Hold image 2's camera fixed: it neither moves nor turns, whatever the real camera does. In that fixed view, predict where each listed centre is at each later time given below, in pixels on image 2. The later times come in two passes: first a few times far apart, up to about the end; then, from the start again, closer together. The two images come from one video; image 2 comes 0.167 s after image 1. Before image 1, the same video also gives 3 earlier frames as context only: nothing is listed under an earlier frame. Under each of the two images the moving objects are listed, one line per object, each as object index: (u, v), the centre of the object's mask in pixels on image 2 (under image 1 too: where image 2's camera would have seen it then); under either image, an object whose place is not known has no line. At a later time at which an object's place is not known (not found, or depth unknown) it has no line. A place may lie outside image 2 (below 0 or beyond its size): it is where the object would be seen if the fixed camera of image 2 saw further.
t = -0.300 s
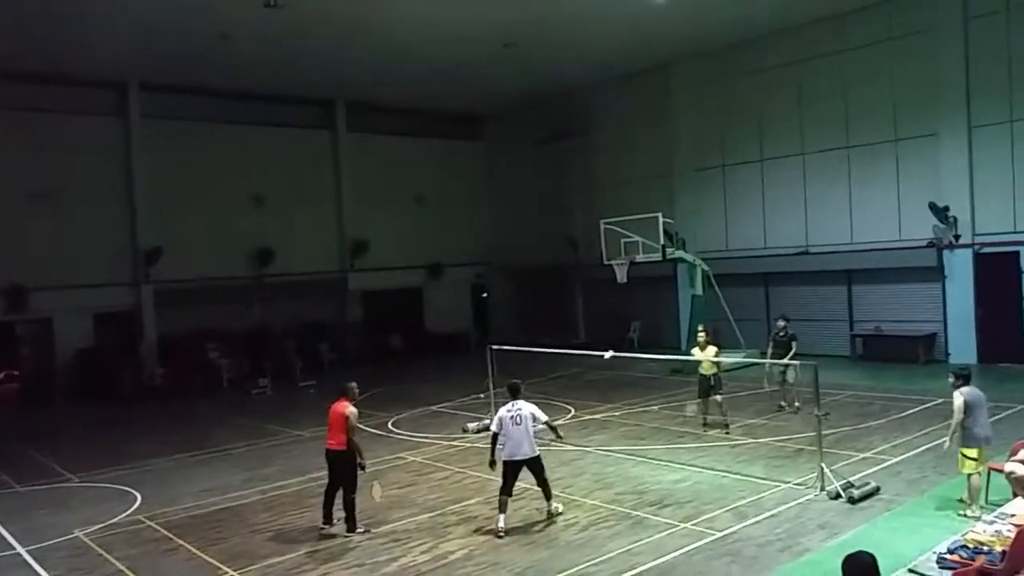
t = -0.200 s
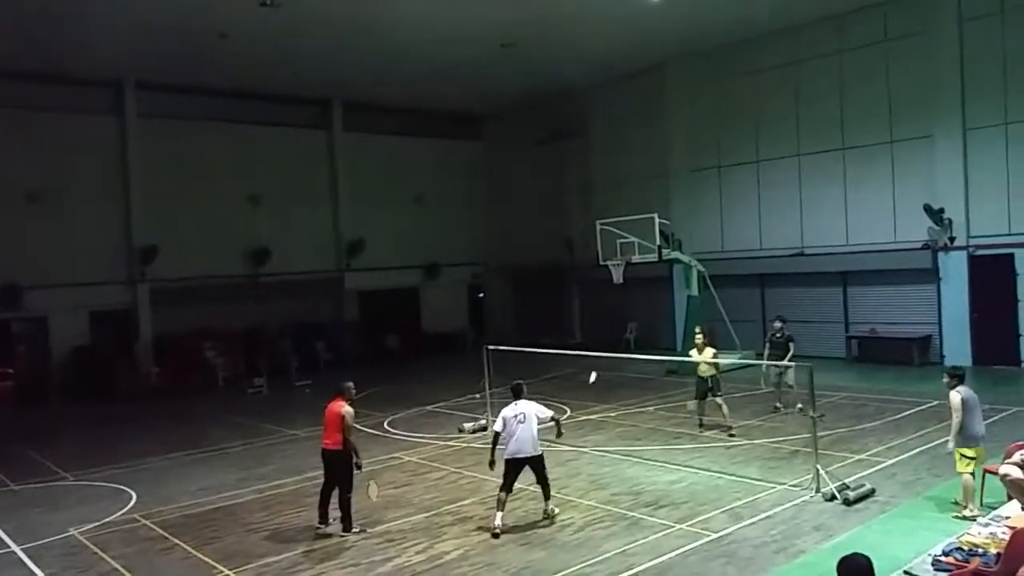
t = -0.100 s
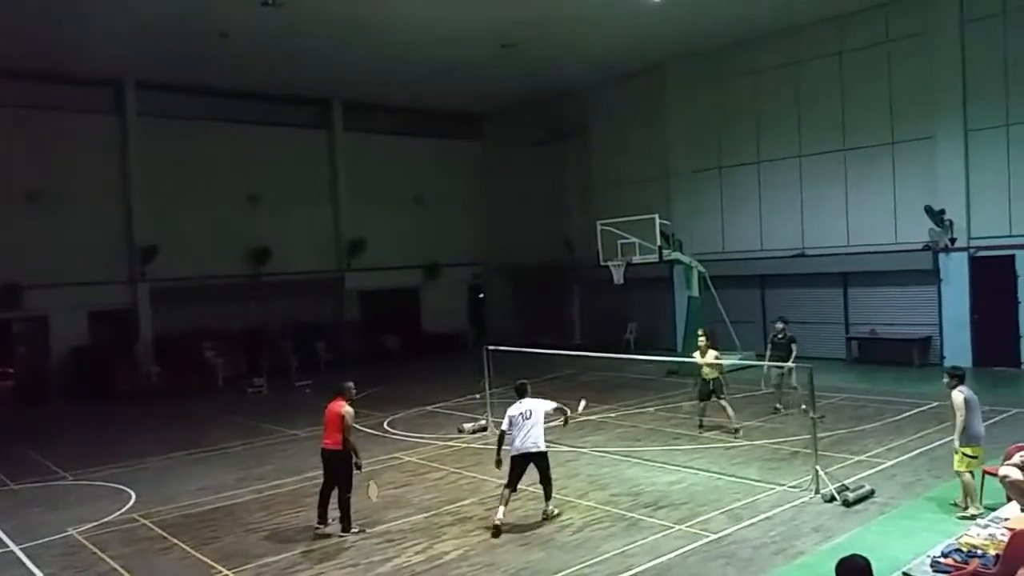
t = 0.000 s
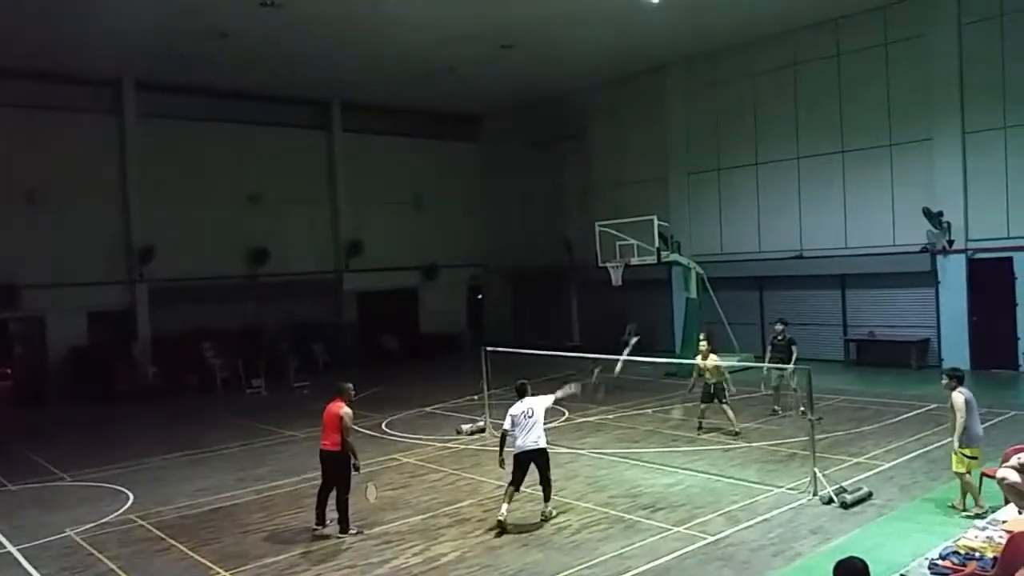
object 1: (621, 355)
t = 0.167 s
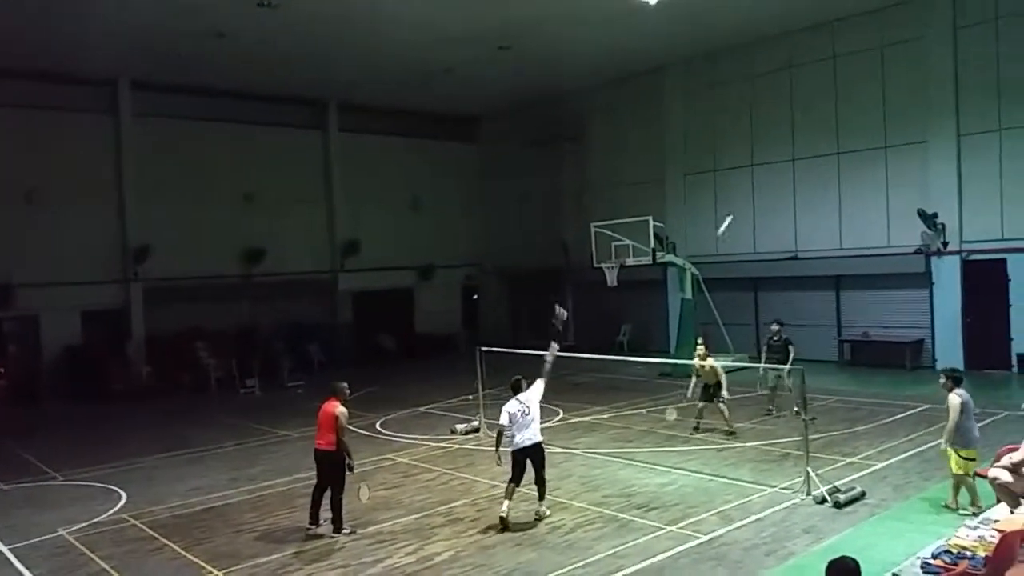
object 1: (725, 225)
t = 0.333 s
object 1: (784, 166)
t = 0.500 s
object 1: (826, 141)
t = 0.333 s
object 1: (784, 166)
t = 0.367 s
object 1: (794, 159)
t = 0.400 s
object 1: (802, 153)
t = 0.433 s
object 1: (811, 148)
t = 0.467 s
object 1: (818, 144)
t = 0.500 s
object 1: (826, 141)
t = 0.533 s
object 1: (833, 140)
